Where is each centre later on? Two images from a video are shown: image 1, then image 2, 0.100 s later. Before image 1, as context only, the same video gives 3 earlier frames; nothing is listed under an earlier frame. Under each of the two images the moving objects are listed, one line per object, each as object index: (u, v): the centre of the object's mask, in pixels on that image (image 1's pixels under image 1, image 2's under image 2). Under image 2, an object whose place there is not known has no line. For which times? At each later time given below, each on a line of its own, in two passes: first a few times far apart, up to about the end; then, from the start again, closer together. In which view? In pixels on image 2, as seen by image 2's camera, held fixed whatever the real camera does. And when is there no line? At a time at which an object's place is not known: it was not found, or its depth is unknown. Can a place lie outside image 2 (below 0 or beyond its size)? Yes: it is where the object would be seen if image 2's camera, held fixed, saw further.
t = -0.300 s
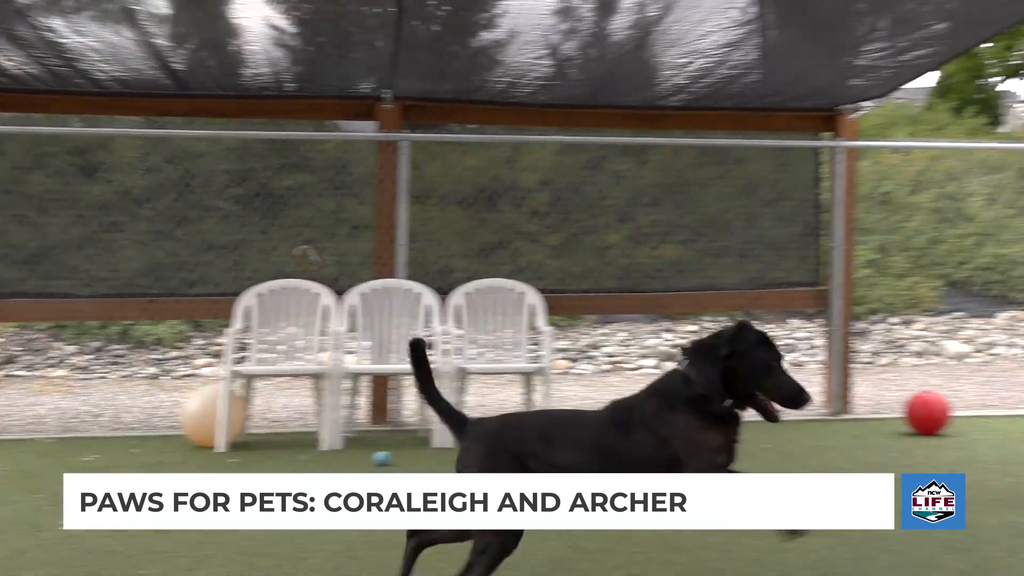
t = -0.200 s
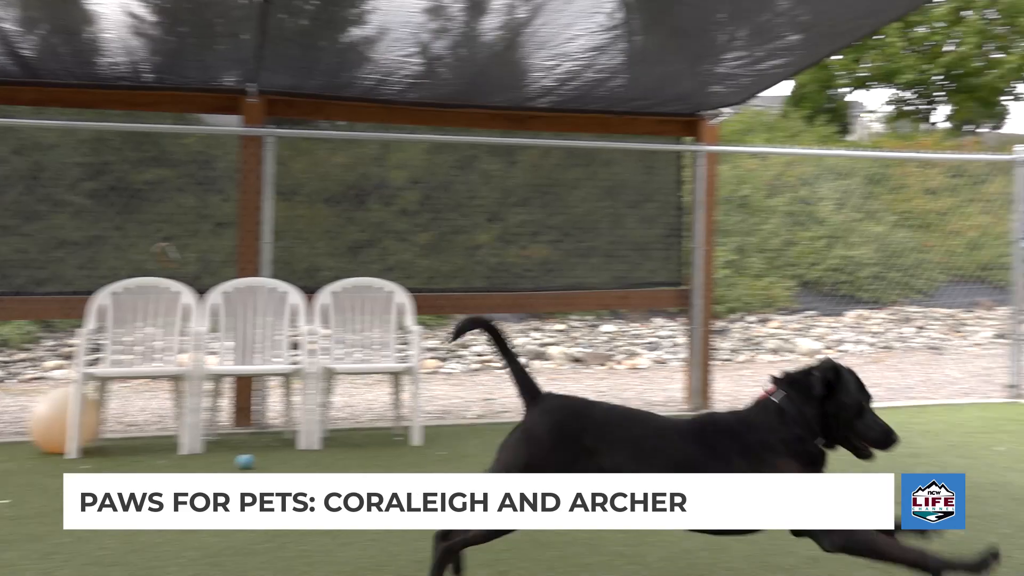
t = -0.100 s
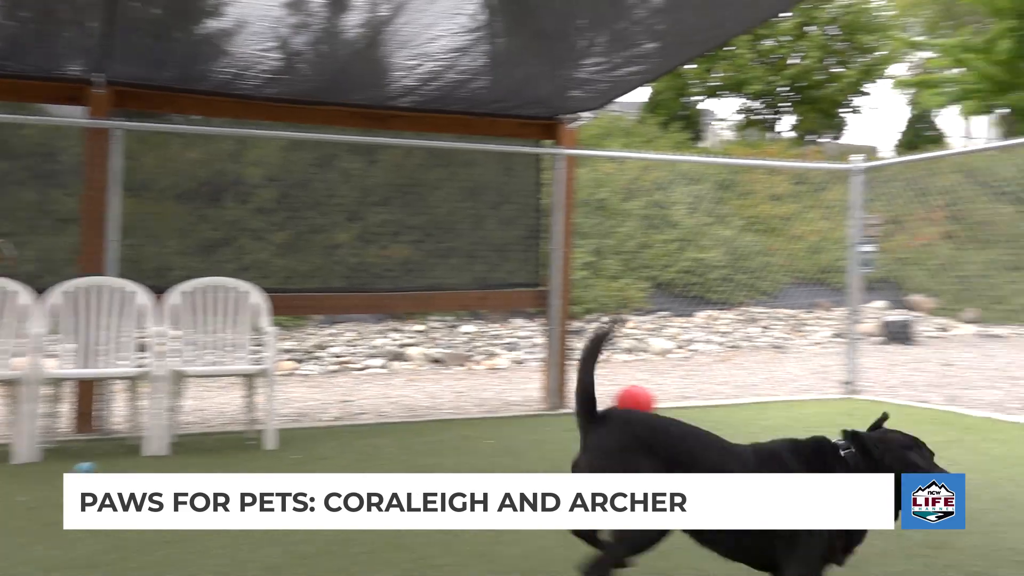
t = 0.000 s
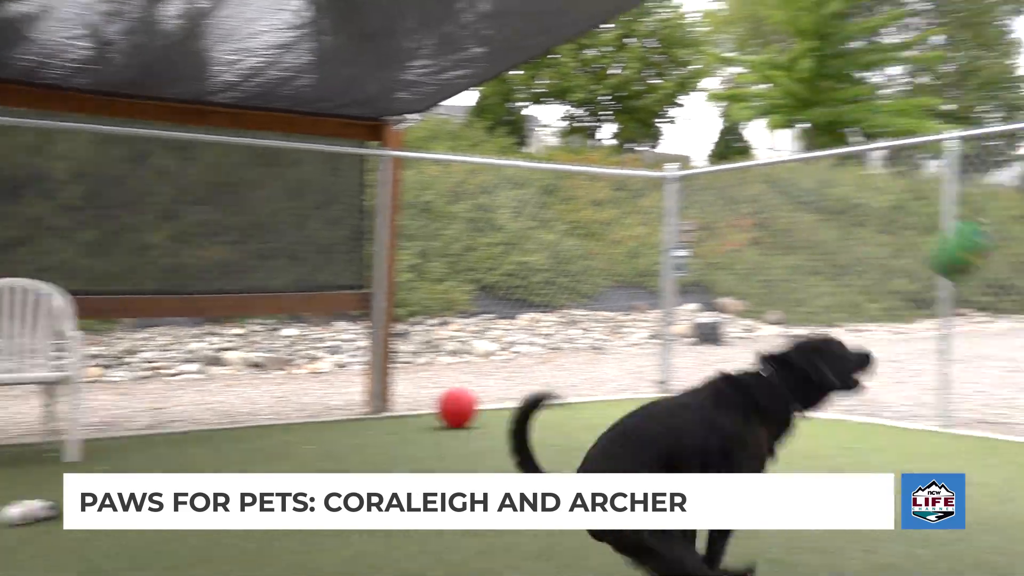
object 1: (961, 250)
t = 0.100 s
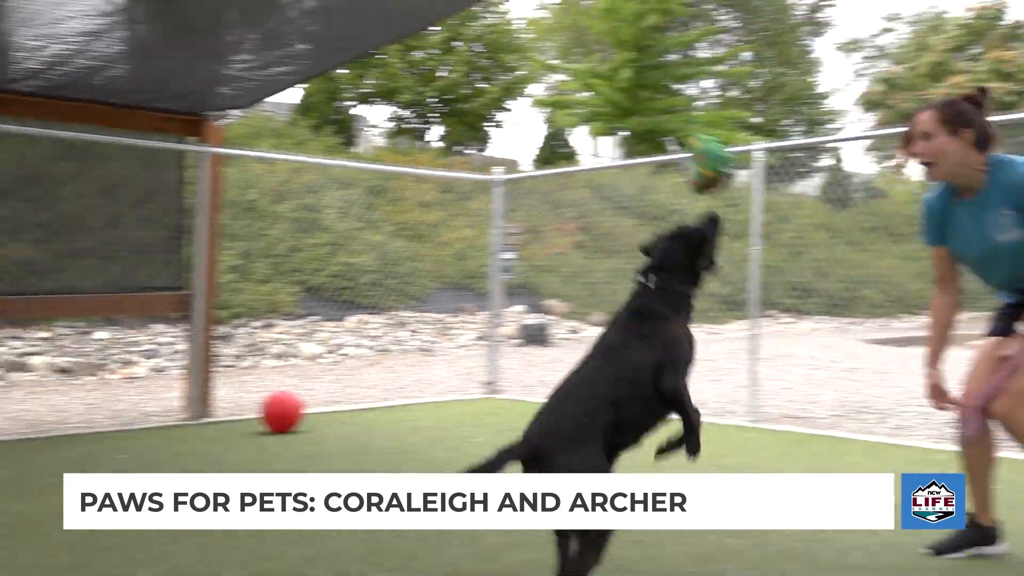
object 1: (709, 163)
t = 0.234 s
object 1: (633, 98)
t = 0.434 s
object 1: (539, 102)
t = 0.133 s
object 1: (689, 141)
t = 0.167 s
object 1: (670, 123)
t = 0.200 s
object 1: (652, 110)
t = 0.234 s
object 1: (633, 98)
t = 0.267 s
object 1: (614, 89)
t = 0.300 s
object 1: (603, 86)
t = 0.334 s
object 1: (584, 86)
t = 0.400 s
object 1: (554, 93)
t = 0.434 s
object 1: (539, 102)
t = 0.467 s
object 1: (528, 114)
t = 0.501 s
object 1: (513, 128)
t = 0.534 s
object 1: (502, 144)
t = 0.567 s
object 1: (485, 162)
